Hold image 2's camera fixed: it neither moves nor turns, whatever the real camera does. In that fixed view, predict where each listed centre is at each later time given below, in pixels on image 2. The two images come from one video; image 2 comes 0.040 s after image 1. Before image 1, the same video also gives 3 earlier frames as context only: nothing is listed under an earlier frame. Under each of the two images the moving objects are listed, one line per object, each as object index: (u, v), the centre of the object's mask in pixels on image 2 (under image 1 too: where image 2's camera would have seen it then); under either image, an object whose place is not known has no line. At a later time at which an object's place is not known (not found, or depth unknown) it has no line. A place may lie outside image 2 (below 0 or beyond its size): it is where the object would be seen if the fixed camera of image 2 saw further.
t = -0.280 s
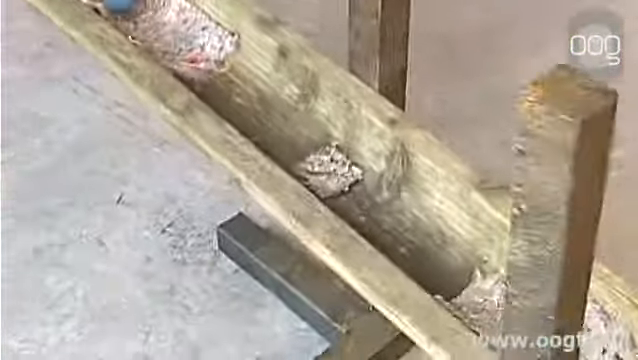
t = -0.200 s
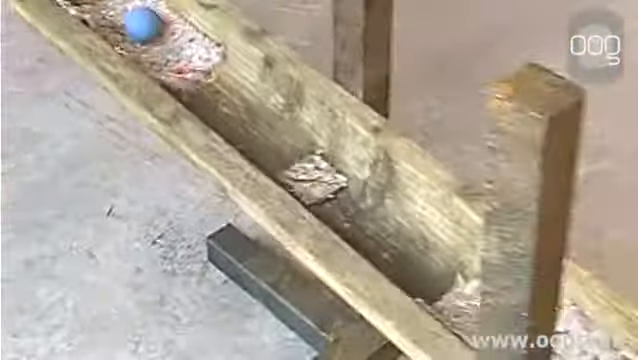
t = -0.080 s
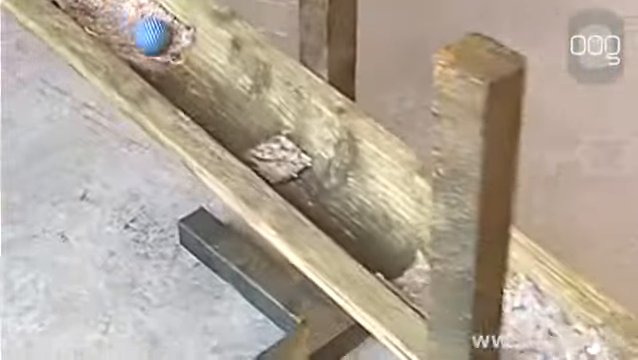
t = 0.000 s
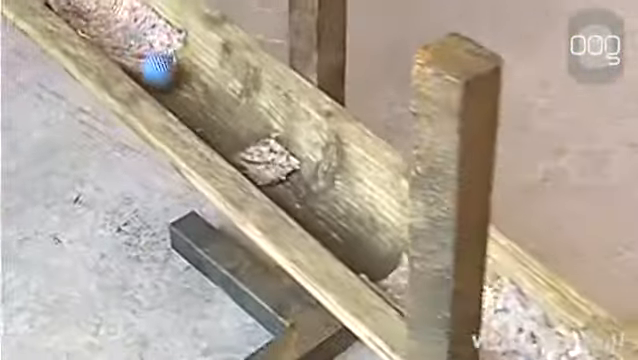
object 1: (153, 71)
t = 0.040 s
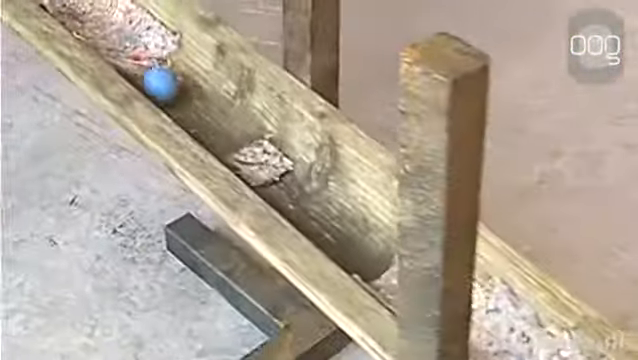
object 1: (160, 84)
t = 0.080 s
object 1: (173, 95)
